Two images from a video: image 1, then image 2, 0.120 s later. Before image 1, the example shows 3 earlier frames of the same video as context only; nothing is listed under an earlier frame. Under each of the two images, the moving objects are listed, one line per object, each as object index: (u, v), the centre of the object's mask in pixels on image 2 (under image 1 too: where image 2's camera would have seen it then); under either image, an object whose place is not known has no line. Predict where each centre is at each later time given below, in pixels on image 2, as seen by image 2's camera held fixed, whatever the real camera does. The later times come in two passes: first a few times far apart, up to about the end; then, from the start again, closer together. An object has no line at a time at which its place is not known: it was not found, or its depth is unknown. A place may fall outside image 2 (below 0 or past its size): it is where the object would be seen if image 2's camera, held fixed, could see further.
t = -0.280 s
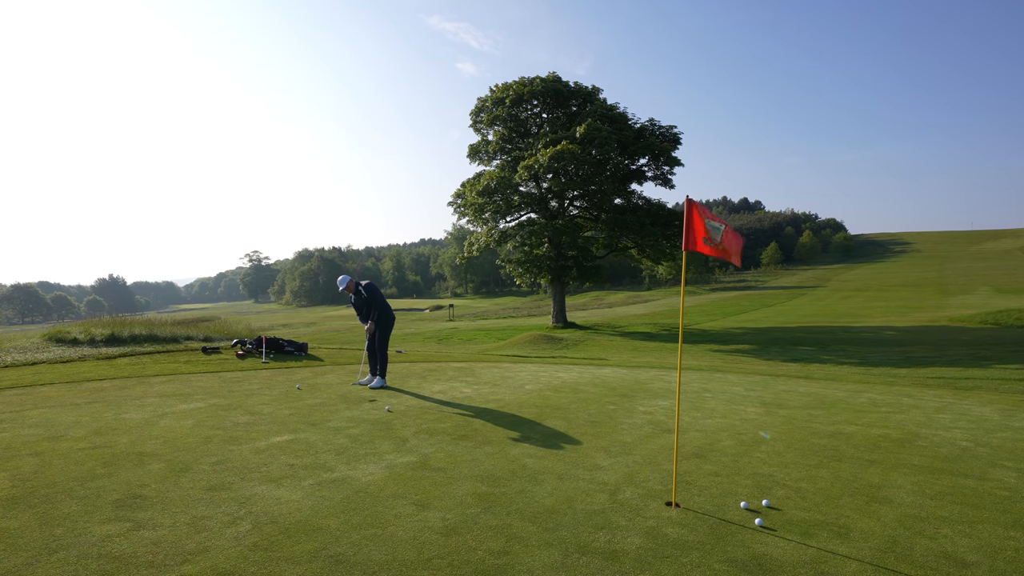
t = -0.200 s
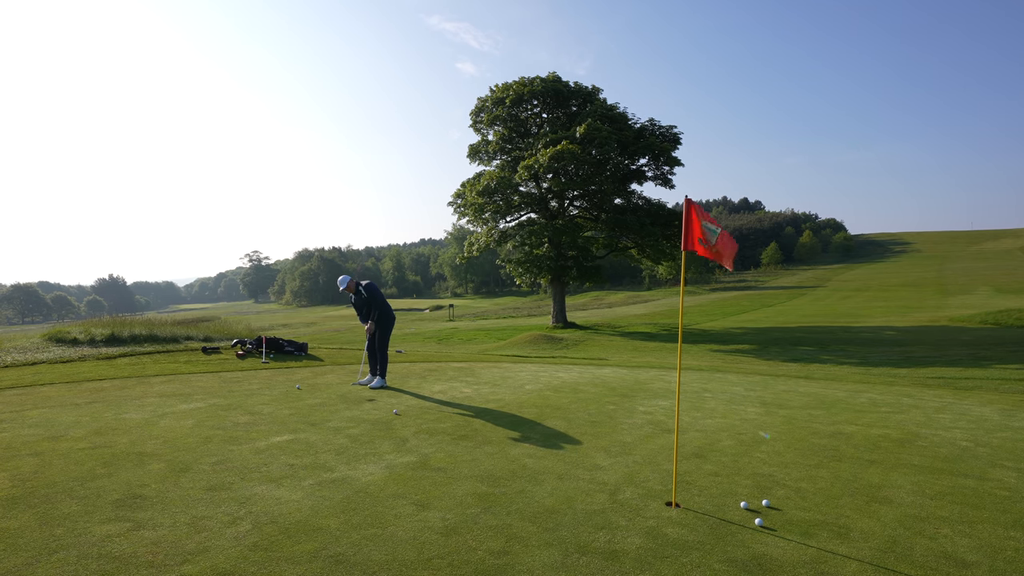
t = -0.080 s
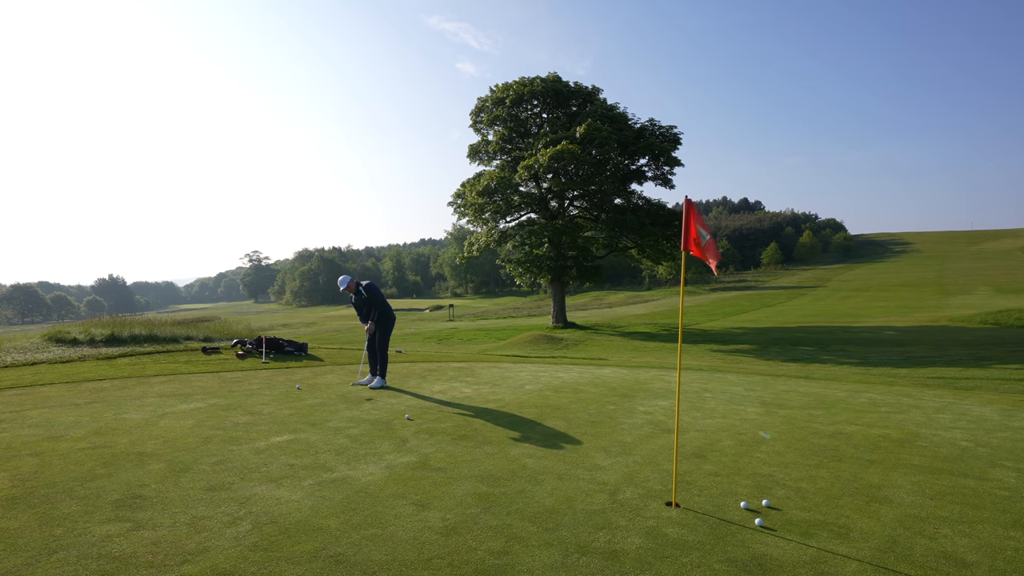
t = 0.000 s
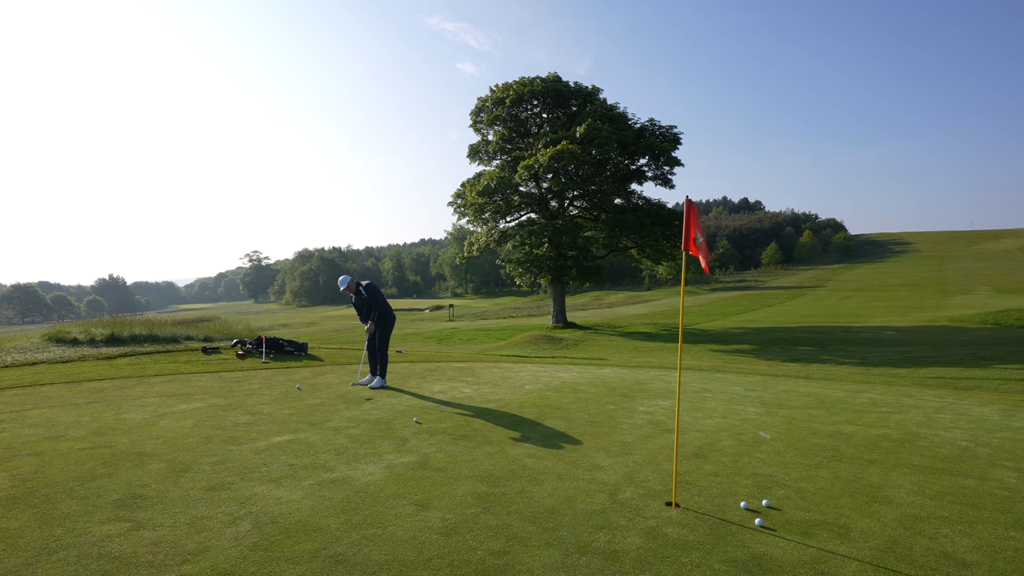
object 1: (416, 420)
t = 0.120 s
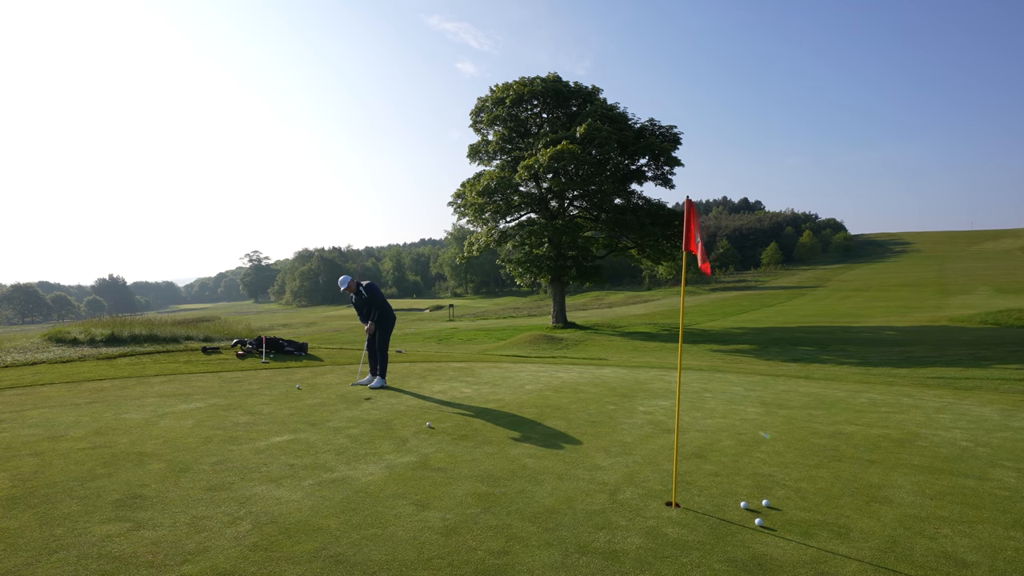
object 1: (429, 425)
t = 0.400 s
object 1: (460, 436)
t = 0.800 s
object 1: (510, 453)
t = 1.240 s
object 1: (569, 472)
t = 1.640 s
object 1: (621, 488)
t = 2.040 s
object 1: (666, 498)
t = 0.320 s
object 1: (451, 433)
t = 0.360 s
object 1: (456, 434)
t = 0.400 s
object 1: (460, 436)
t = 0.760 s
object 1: (505, 452)
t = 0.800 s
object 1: (510, 453)
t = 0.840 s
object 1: (516, 455)
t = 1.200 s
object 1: (563, 471)
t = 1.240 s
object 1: (569, 472)
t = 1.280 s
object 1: (574, 474)
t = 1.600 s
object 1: (616, 486)
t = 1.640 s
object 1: (621, 488)
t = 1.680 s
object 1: (626, 489)
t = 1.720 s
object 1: (630, 490)
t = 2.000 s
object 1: (661, 497)
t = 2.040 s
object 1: (666, 498)
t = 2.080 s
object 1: (668, 499)
